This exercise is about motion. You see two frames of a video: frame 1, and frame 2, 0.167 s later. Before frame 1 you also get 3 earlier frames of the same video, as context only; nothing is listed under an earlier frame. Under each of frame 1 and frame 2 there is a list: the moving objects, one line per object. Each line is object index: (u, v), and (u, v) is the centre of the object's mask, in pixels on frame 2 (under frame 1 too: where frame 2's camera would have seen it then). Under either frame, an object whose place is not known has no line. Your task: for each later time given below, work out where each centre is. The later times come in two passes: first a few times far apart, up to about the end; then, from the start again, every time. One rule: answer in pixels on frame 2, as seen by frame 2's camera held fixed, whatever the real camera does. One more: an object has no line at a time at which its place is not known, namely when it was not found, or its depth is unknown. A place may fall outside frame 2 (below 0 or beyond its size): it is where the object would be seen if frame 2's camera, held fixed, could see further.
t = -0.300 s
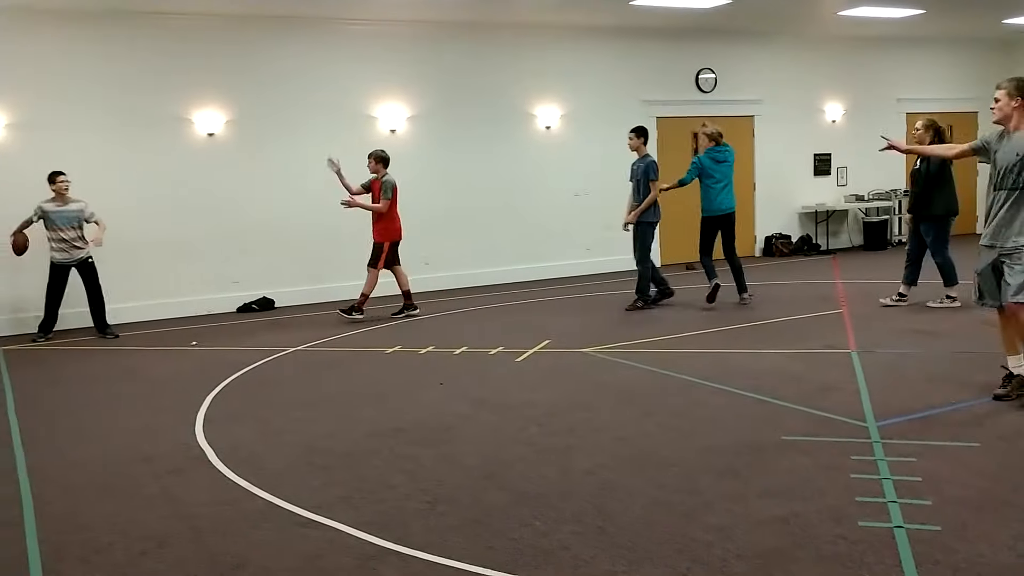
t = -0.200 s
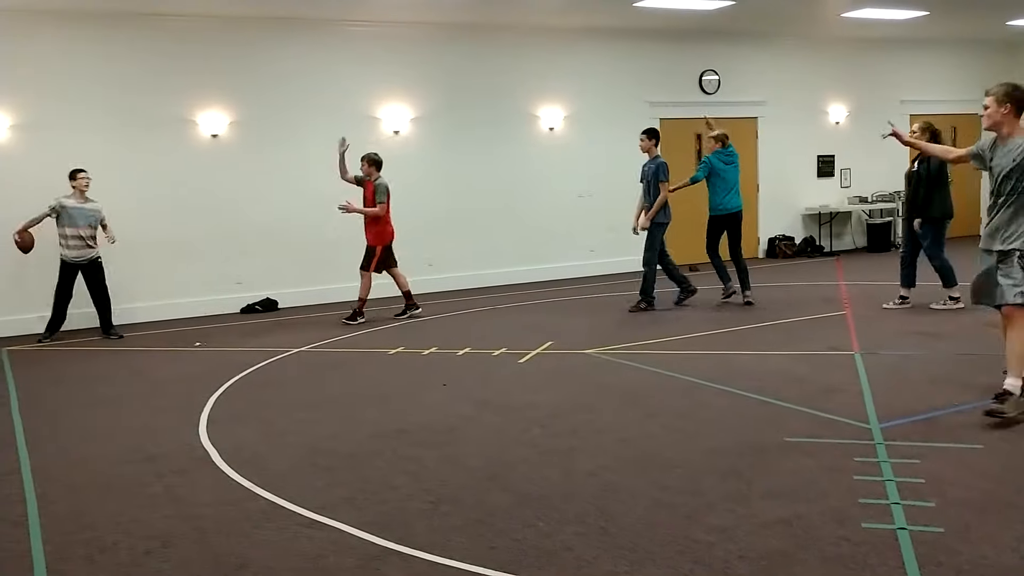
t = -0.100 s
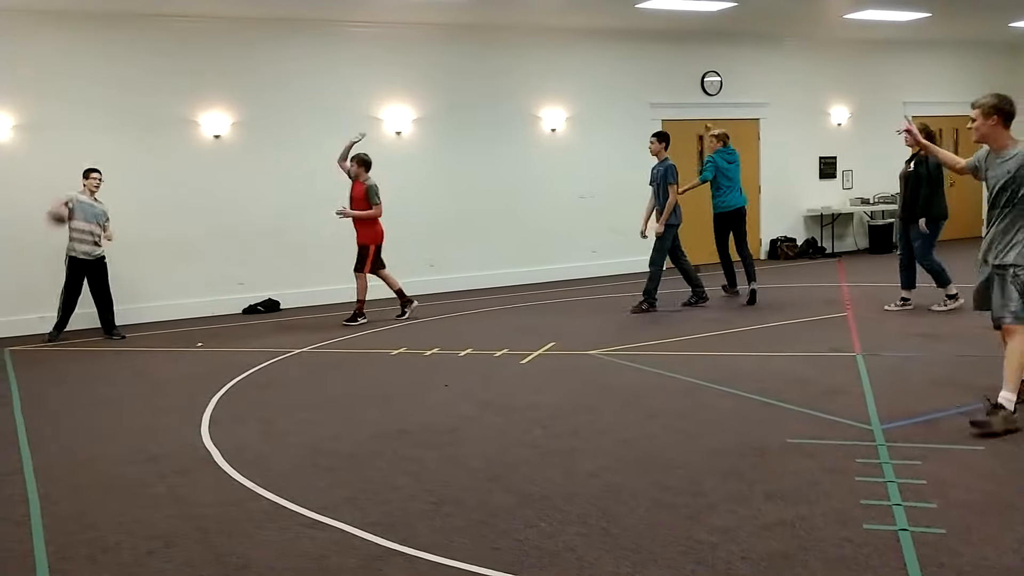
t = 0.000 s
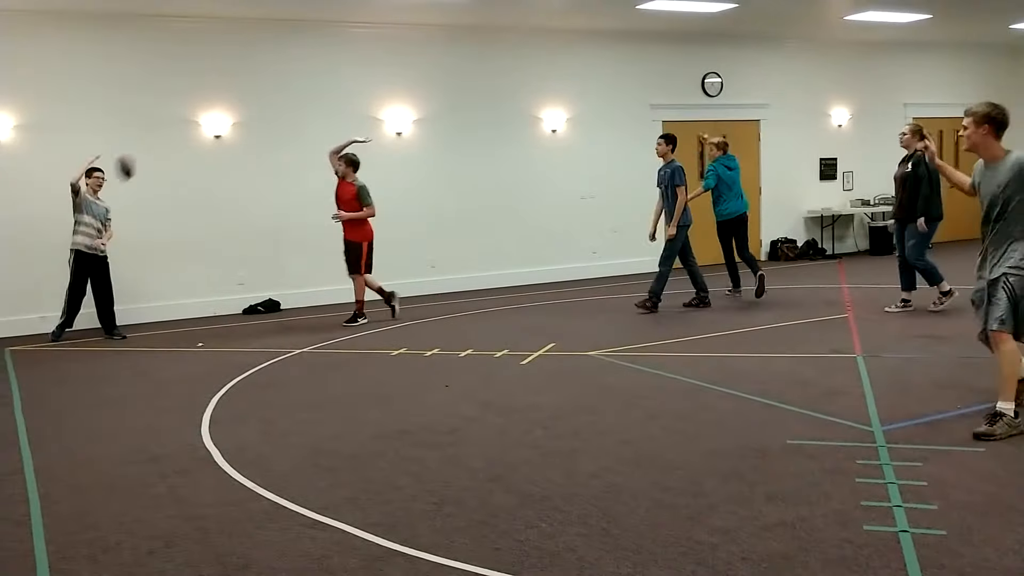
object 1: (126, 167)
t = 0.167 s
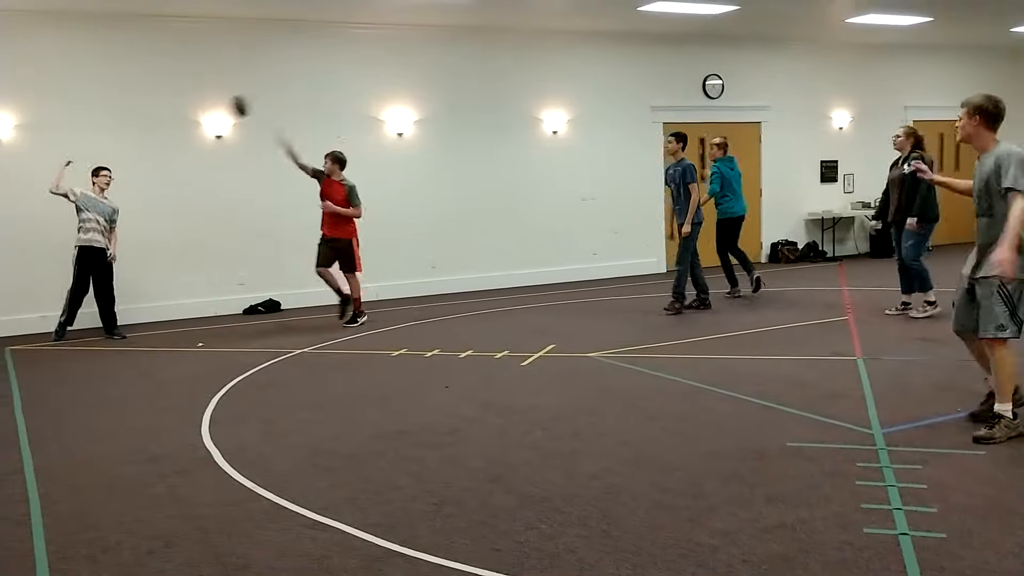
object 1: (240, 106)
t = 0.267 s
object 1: (308, 85)
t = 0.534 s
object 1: (485, 82)
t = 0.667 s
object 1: (571, 108)
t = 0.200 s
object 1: (263, 98)
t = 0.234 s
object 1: (285, 92)
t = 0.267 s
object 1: (308, 85)
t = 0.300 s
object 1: (330, 81)
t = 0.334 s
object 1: (351, 78)
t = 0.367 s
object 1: (374, 75)
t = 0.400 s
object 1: (397, 74)
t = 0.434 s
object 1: (419, 74)
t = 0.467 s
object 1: (441, 76)
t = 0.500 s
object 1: (464, 79)
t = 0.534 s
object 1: (485, 82)
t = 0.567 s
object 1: (507, 87)
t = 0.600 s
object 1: (528, 93)
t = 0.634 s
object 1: (549, 100)
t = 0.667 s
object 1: (571, 108)
